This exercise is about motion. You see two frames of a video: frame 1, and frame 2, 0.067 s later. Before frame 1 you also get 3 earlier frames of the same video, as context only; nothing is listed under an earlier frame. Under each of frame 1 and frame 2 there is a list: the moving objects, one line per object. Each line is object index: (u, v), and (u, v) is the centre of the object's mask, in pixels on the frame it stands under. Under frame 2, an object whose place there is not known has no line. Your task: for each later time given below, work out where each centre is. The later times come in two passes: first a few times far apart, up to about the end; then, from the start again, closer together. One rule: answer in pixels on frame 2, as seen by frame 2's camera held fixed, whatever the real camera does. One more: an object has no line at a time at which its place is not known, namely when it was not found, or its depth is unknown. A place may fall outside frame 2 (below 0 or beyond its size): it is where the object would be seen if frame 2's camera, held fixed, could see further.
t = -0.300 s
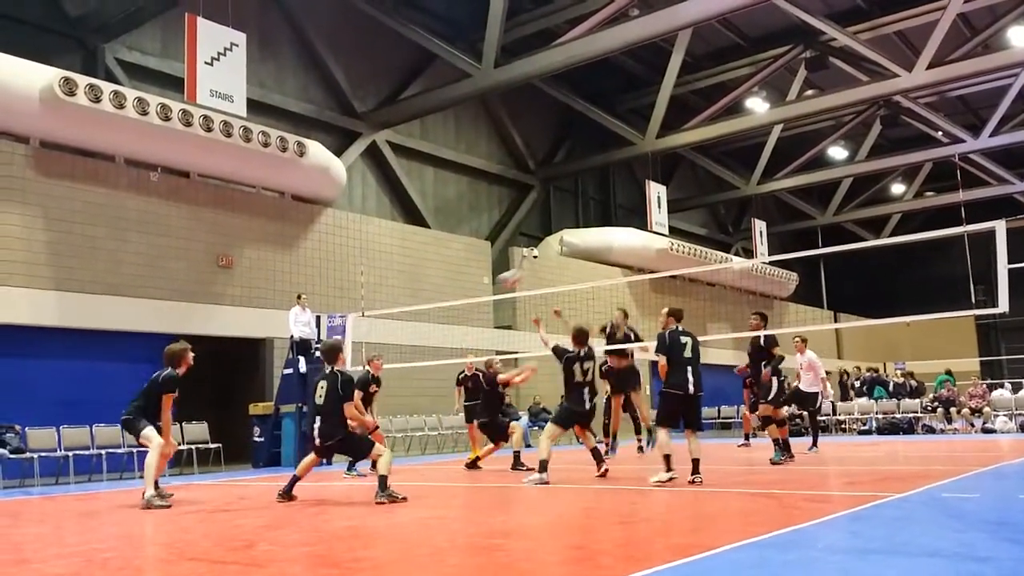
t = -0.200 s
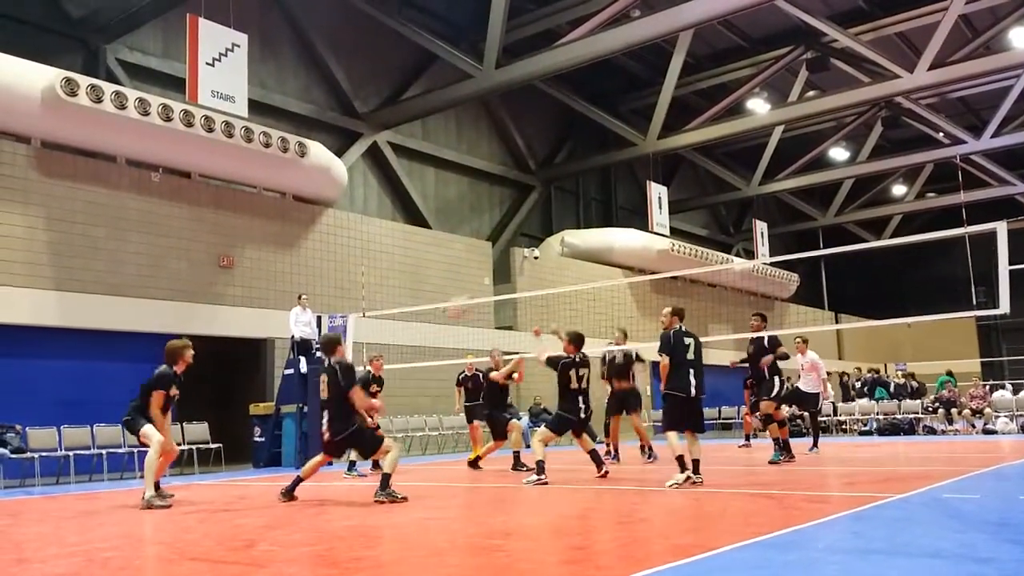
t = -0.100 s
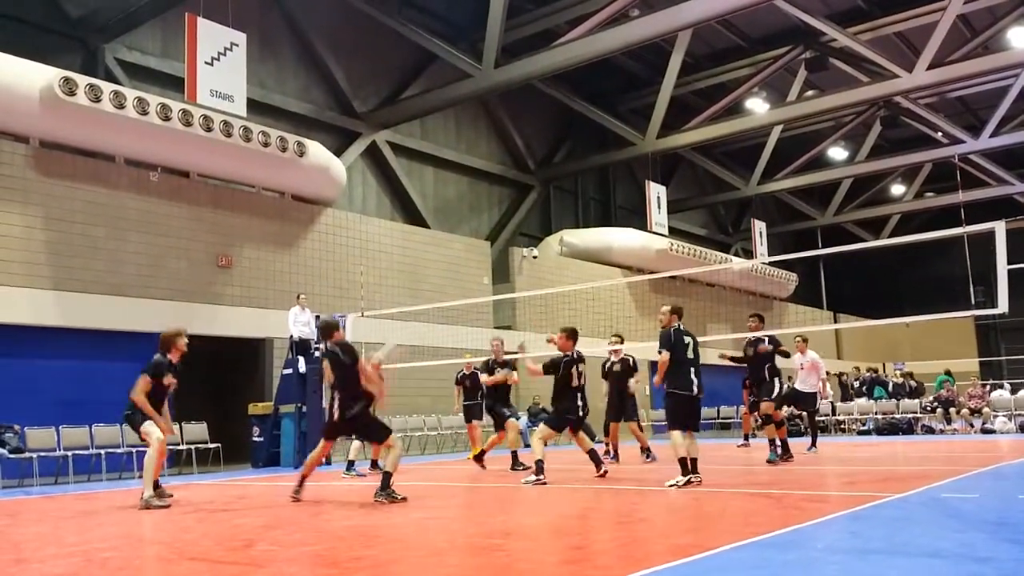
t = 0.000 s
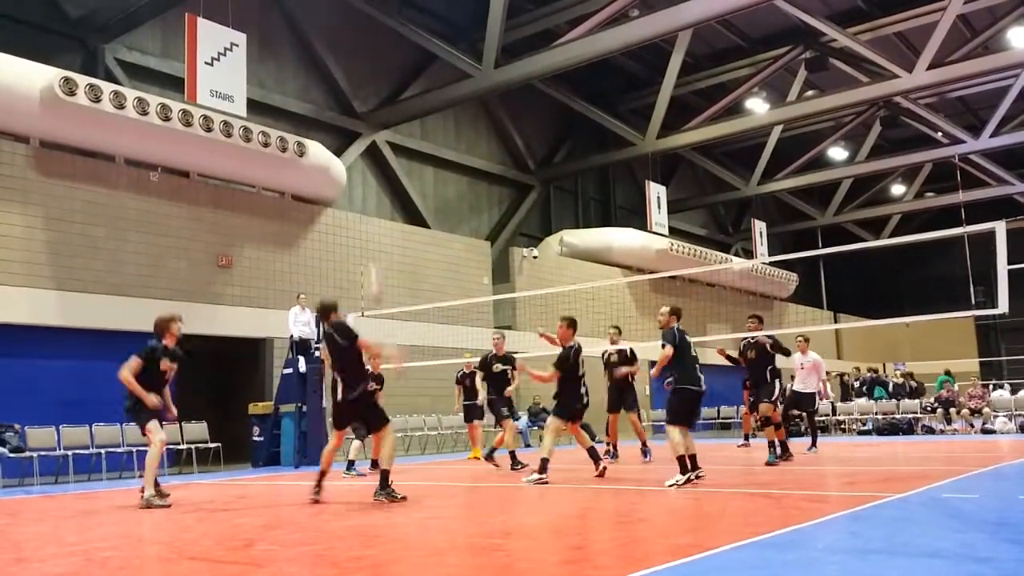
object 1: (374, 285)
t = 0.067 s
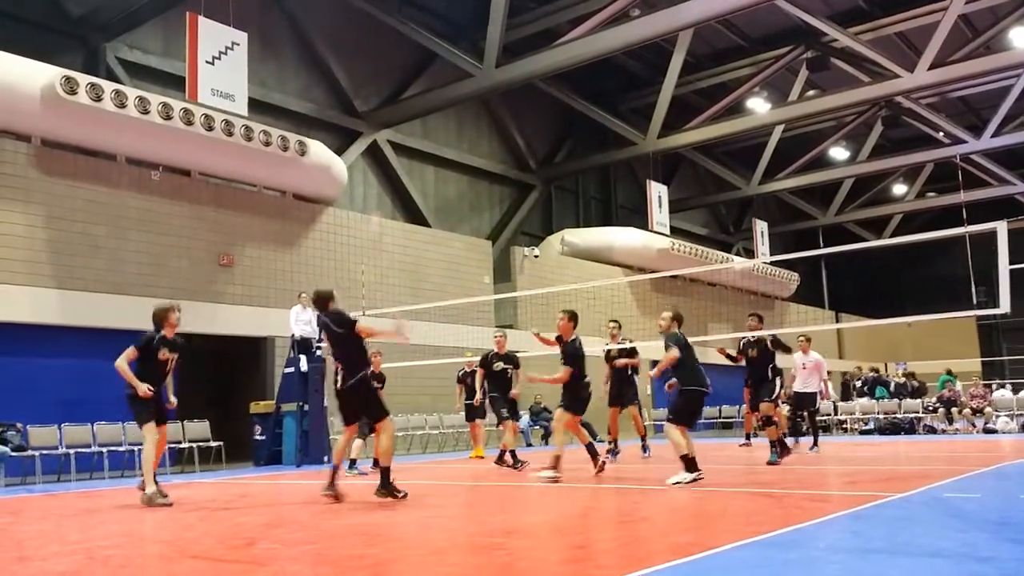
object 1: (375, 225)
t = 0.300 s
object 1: (369, 99)
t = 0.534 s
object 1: (362, 30)
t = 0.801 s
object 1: (356, 13)
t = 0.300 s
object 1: (369, 99)
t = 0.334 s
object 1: (368, 85)
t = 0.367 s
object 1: (367, 74)
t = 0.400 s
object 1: (366, 63)
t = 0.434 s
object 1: (365, 53)
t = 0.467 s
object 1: (365, 44)
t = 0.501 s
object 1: (364, 36)
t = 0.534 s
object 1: (362, 30)
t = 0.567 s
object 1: (362, 24)
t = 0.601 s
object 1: (361, 20)
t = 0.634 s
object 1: (360, 17)
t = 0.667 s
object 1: (359, 14)
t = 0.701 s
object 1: (359, 13)
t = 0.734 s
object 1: (358, 12)
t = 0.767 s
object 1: (357, 12)
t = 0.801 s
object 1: (356, 13)
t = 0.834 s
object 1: (356, 15)
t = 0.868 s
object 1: (355, 18)
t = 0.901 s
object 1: (354, 21)
